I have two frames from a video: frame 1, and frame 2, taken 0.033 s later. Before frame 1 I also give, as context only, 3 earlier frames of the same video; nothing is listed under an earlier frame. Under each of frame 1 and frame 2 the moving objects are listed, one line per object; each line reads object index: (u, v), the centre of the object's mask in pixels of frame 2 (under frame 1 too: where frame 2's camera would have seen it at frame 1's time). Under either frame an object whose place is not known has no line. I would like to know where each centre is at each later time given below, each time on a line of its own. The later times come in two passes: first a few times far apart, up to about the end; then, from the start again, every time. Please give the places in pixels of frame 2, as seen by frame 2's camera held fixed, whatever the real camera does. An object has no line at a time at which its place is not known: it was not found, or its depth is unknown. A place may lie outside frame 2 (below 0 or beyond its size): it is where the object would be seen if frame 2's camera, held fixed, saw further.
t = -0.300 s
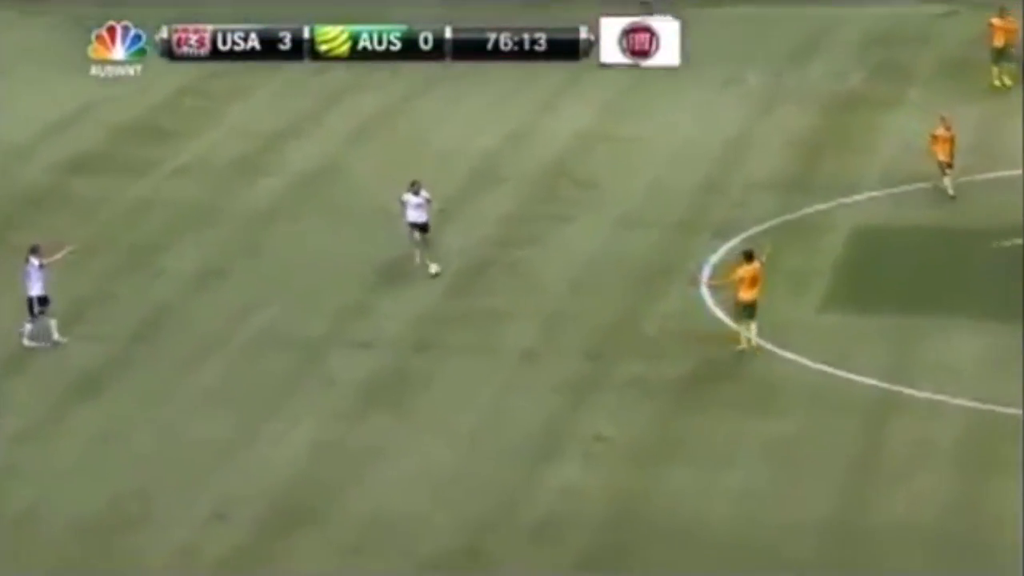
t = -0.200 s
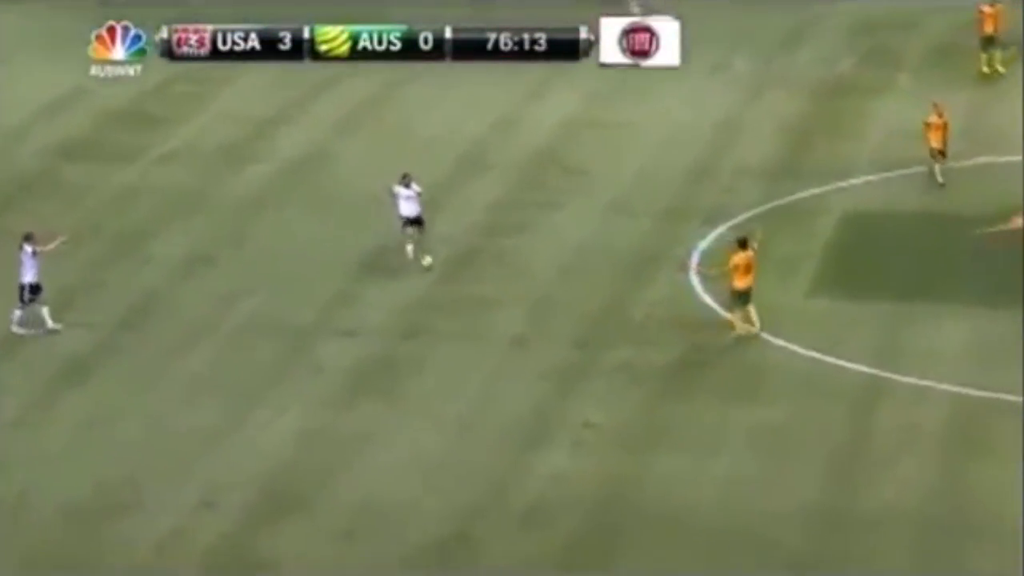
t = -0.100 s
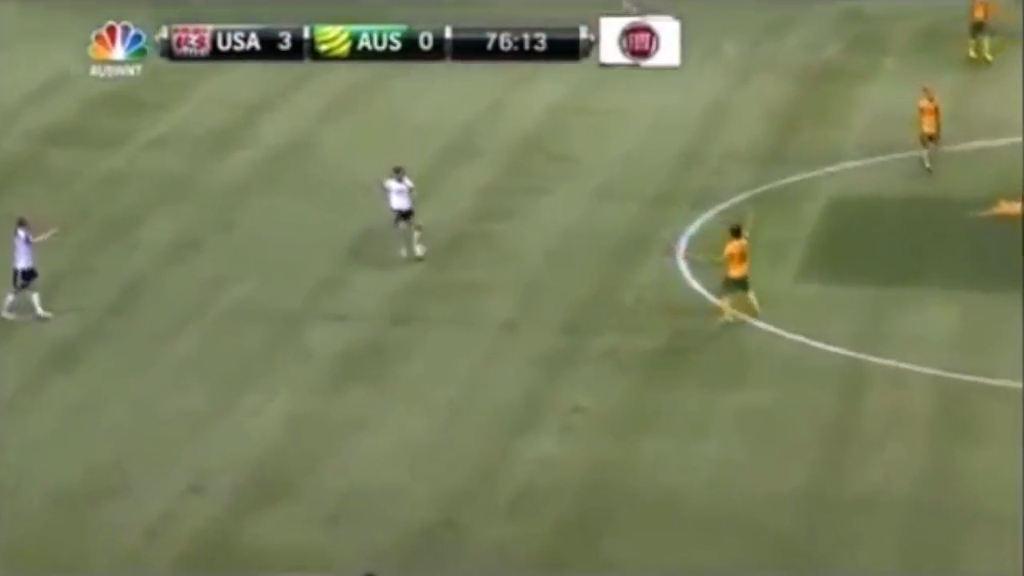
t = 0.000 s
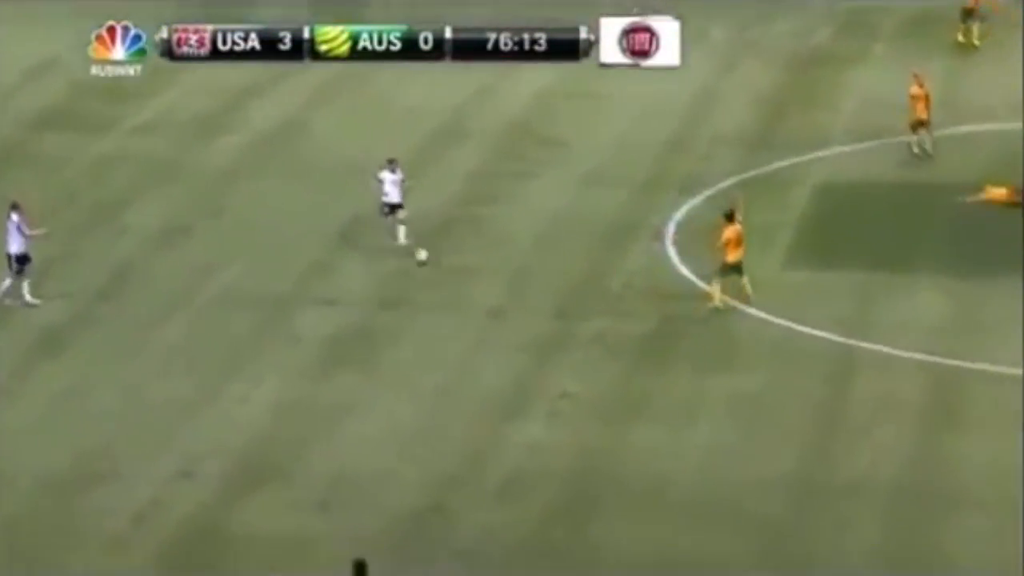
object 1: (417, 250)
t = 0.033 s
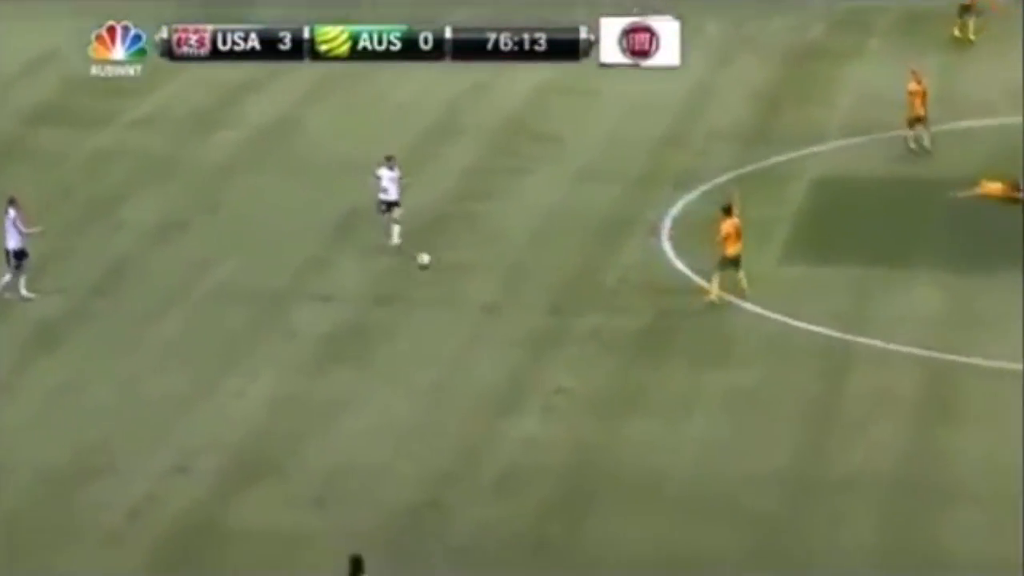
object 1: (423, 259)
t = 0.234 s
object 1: (459, 312)
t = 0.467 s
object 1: (501, 372)
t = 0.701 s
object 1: (542, 430)
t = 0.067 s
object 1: (429, 269)
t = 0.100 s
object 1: (435, 277)
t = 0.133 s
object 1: (443, 286)
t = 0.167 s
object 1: (448, 295)
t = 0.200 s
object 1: (454, 304)
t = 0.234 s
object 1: (459, 312)
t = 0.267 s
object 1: (465, 321)
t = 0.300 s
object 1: (471, 329)
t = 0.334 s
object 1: (478, 339)
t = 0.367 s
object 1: (484, 347)
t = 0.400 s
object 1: (490, 355)
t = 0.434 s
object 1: (496, 363)
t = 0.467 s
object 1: (501, 372)
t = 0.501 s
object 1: (508, 382)
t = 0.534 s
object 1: (514, 390)
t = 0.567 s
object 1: (519, 397)
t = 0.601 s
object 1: (525, 405)
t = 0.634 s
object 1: (531, 415)
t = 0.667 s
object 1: (537, 424)
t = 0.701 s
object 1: (542, 430)
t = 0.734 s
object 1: (547, 437)
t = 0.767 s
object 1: (553, 446)
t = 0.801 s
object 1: (558, 455)
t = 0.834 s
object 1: (563, 463)
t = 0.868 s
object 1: (568, 470)
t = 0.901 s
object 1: (574, 478)
